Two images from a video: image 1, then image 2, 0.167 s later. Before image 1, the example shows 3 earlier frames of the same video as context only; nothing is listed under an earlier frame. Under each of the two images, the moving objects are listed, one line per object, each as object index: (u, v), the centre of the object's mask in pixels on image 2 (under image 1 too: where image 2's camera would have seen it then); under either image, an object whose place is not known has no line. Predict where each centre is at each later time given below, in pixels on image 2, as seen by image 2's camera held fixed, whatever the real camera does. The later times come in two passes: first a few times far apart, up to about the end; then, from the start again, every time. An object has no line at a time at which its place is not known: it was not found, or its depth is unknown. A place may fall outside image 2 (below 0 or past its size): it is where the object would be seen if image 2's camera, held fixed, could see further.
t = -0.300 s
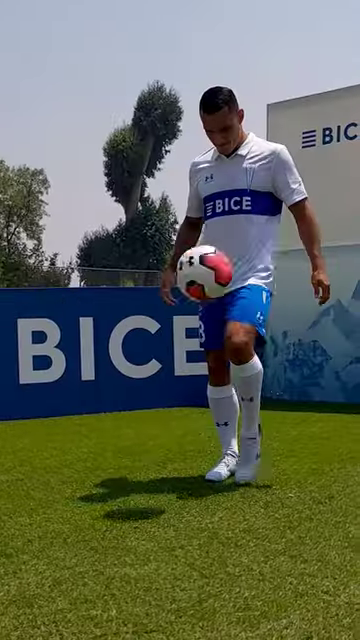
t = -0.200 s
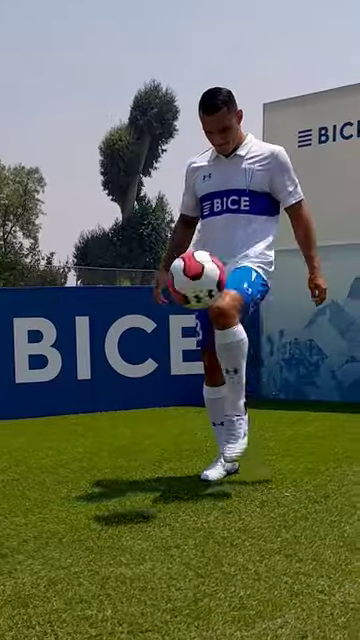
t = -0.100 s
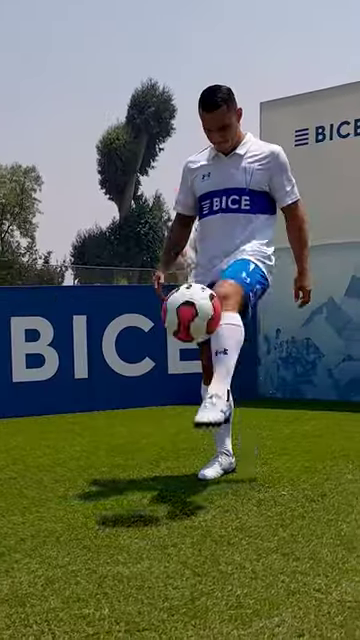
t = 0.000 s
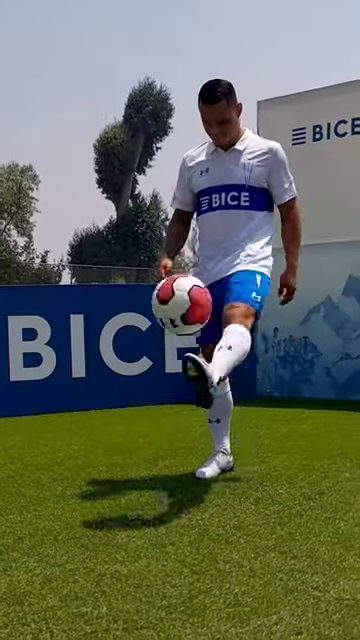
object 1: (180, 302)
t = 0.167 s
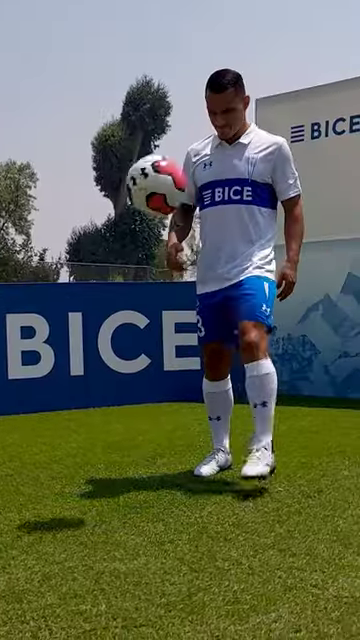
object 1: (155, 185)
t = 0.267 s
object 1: (140, 157)
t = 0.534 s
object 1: (109, 220)
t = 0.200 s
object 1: (148, 173)
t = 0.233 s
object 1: (144, 164)
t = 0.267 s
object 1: (140, 157)
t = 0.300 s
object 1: (137, 153)
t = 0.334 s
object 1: (133, 152)
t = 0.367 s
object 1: (129, 153)
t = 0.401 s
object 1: (126, 157)
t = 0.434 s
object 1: (122, 164)
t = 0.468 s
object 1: (115, 184)
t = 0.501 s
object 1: (112, 200)
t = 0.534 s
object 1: (109, 220)
